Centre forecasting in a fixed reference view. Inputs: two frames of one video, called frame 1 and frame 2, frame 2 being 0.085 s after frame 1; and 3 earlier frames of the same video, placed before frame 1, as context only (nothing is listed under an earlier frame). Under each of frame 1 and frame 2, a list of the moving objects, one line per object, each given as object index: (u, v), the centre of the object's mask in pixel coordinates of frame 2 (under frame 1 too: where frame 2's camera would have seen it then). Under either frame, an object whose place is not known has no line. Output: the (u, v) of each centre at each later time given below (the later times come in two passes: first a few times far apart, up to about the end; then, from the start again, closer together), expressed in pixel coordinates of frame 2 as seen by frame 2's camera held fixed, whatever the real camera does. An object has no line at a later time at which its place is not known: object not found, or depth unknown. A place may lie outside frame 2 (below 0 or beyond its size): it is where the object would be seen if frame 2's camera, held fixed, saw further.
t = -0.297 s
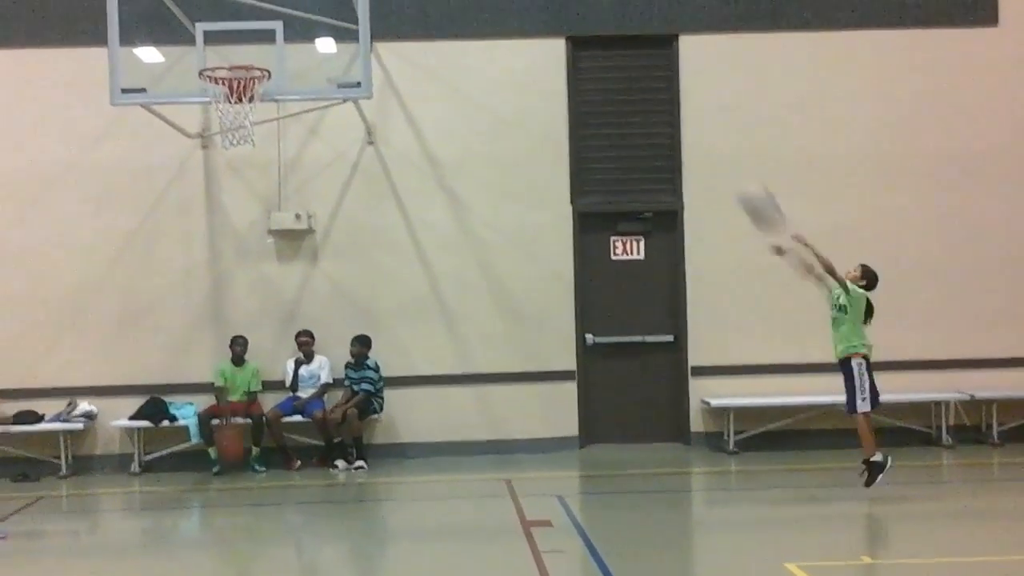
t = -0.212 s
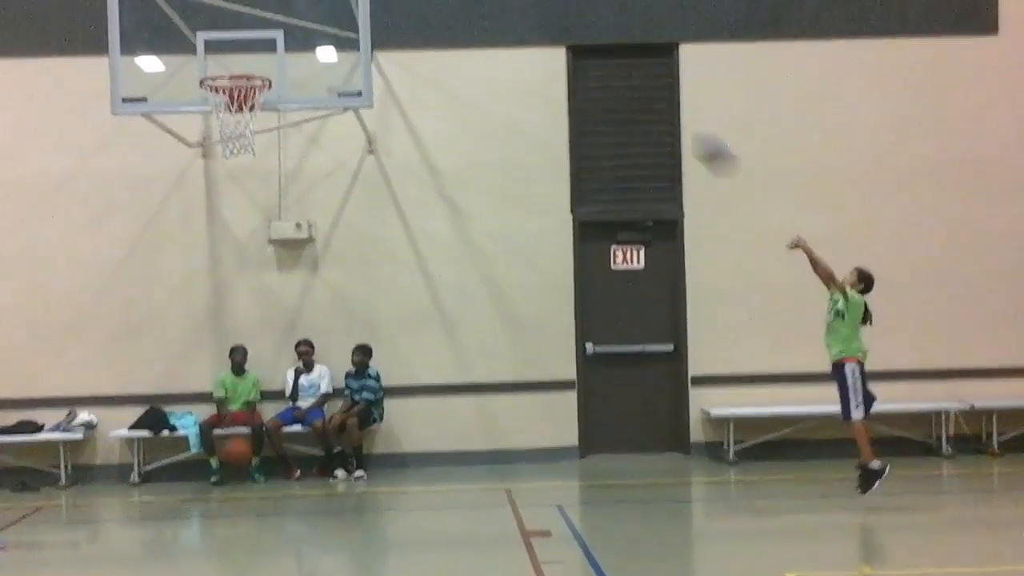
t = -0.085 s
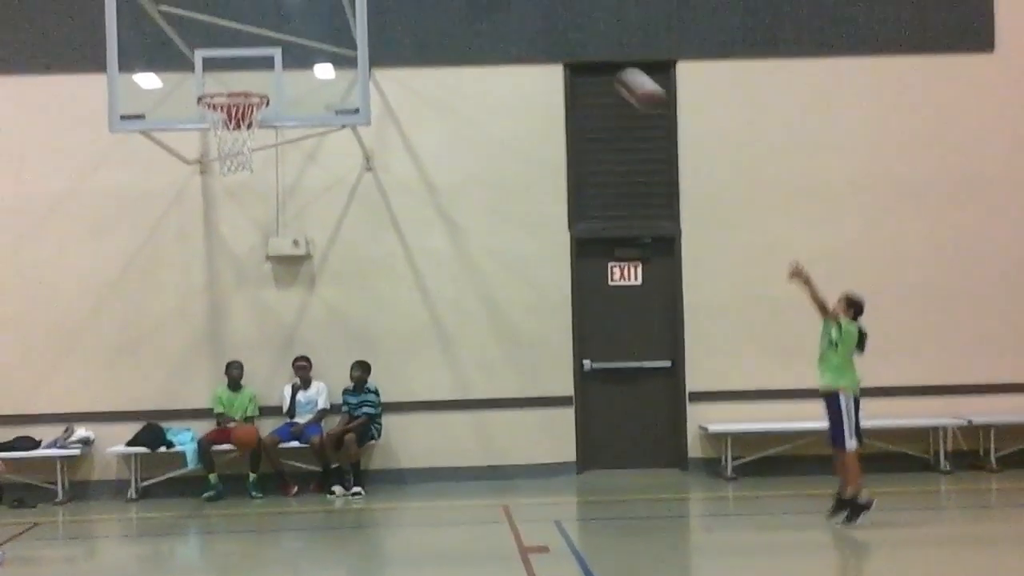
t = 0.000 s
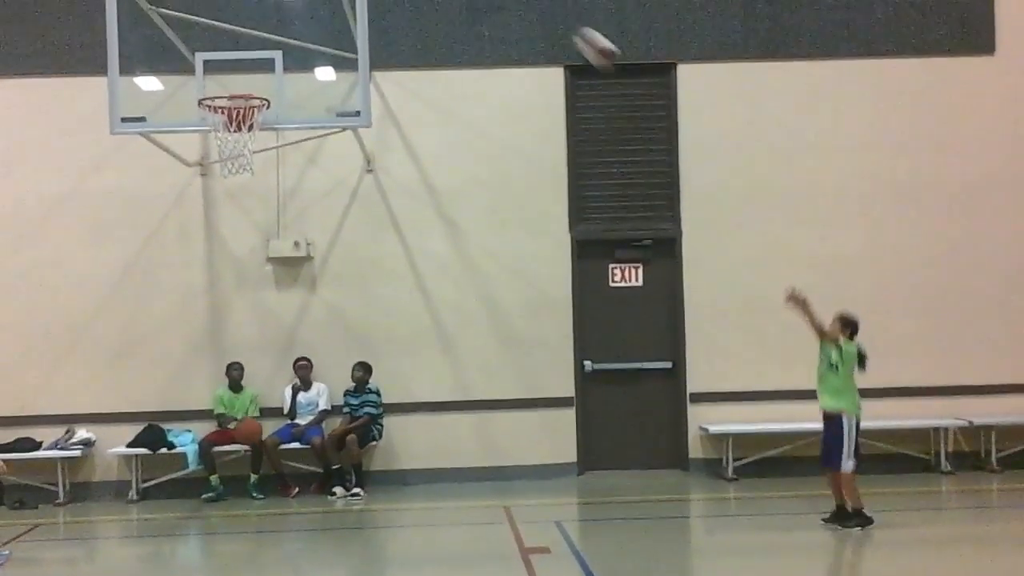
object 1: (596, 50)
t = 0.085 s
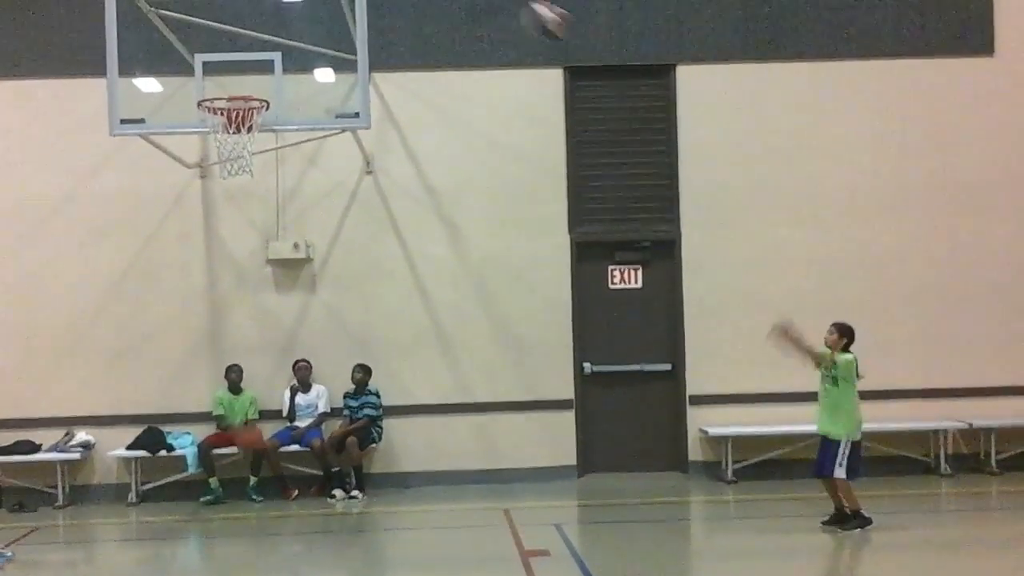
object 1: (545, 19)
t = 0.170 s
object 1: (502, 6)
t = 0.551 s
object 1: (294, 26)
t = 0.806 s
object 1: (240, 125)
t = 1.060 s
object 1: (258, 155)
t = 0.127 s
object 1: (523, 11)
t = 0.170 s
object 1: (502, 6)
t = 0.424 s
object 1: (359, -3)
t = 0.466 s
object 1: (335, 5)
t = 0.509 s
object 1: (315, 14)
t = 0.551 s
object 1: (294, 26)
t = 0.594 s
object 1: (271, 42)
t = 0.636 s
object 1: (245, 67)
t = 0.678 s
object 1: (225, 86)
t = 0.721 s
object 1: (219, 92)
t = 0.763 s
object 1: (233, 119)
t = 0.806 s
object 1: (240, 125)
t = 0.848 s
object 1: (251, 134)
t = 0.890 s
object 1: (258, 140)
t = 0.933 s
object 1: (260, 142)
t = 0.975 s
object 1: (260, 145)
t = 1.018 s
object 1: (261, 148)
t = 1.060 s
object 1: (258, 155)
